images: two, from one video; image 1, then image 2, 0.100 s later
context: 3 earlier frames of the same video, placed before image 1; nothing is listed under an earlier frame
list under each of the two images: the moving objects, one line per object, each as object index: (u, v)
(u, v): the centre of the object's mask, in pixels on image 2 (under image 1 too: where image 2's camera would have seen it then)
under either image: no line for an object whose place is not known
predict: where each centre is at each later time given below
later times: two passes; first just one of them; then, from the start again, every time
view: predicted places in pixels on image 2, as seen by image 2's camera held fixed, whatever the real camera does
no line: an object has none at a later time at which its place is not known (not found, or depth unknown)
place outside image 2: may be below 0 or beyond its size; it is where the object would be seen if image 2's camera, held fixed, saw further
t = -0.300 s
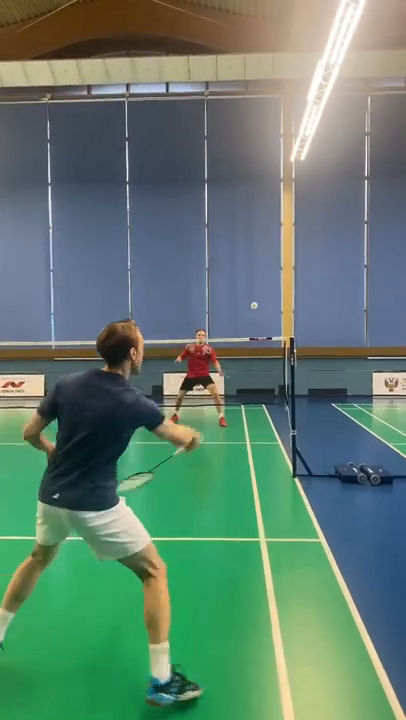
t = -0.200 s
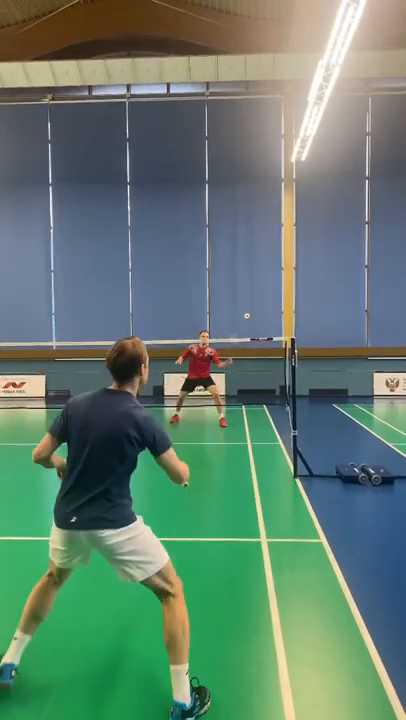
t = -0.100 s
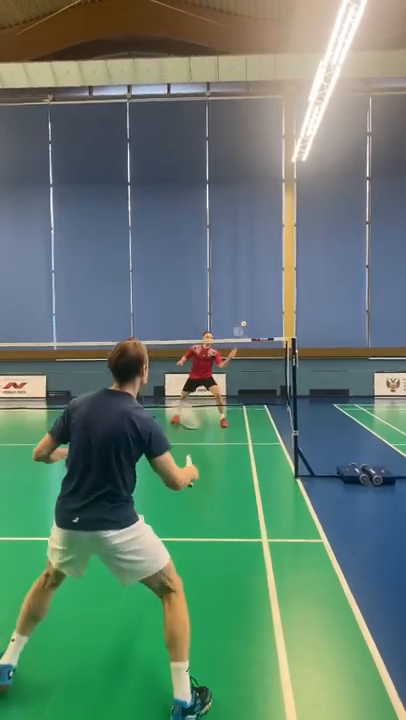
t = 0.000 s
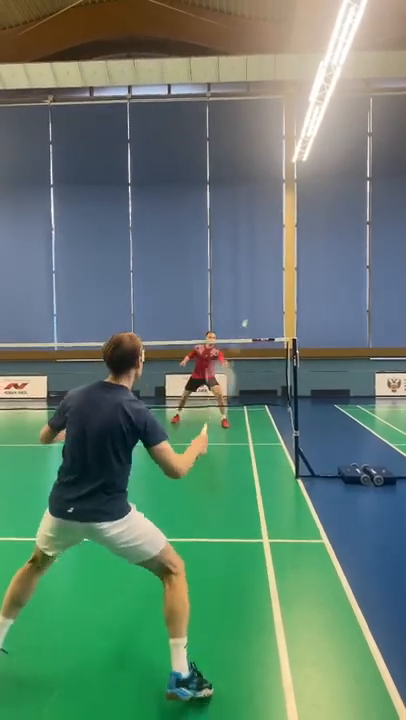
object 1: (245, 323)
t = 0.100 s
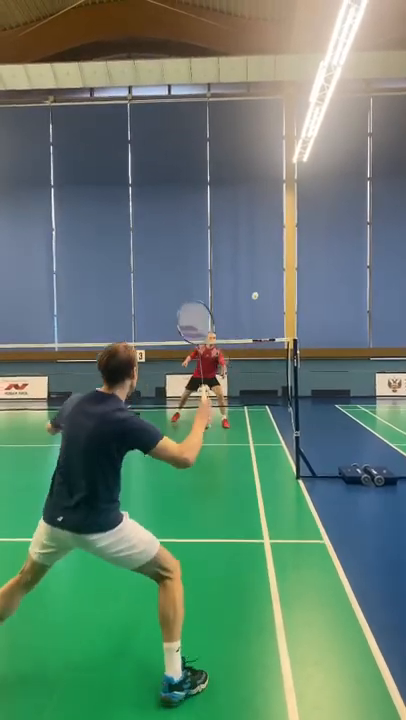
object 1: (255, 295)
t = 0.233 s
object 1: (264, 273)
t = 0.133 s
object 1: (257, 288)
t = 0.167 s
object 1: (259, 282)
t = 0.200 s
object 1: (262, 277)
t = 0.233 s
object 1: (264, 273)
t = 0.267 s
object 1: (267, 270)
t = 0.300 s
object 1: (270, 267)
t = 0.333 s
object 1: (272, 267)
